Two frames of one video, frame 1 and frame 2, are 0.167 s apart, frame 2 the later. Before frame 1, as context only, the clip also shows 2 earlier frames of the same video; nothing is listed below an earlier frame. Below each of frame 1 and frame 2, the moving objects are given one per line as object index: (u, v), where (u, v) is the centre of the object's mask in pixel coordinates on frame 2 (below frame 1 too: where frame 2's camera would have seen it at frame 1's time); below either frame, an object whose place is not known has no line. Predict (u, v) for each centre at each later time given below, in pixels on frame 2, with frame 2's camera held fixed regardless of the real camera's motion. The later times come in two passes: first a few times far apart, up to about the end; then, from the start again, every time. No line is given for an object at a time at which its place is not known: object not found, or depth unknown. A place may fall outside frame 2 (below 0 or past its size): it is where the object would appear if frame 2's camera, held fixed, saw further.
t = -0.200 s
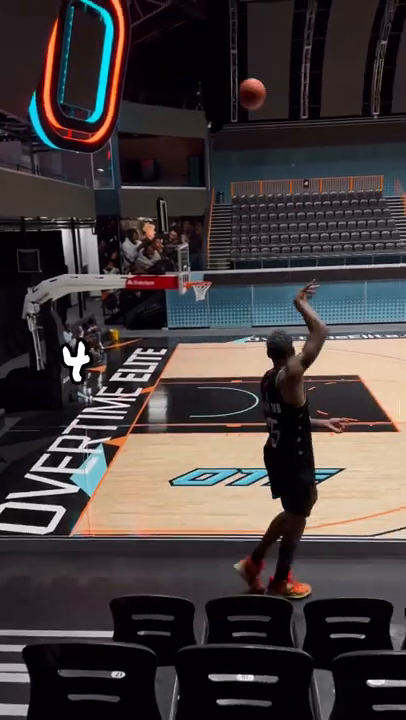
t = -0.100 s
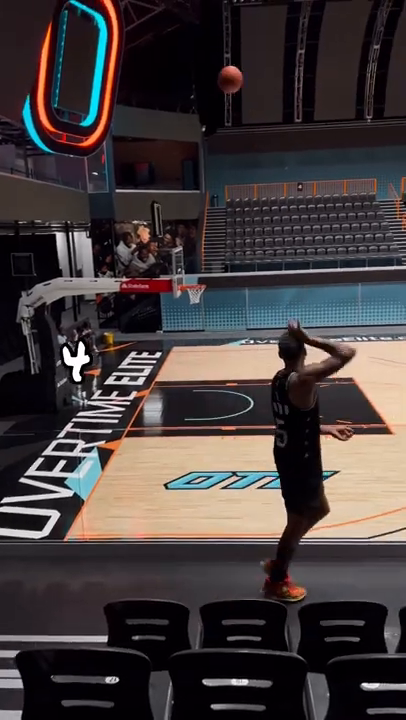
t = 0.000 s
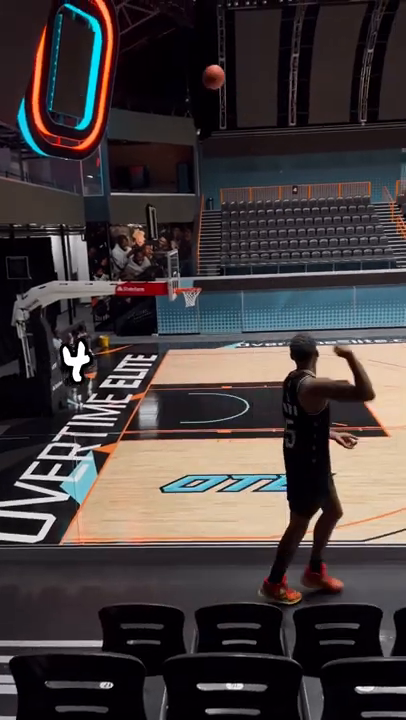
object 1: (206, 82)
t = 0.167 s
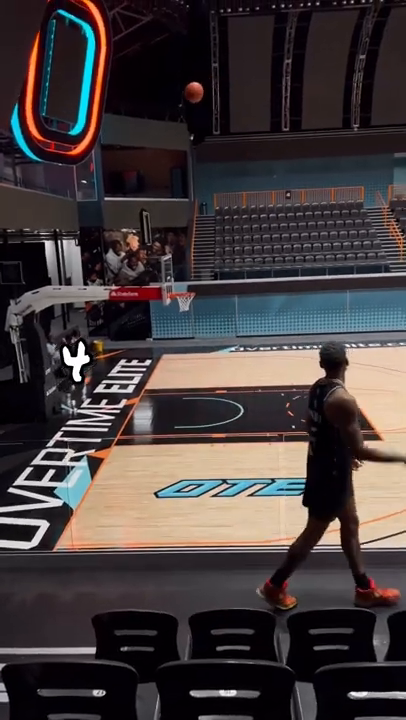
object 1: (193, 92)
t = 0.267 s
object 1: (188, 105)
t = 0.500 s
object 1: (182, 150)
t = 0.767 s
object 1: (179, 215)
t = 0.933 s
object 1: (179, 260)
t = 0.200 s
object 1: (192, 96)
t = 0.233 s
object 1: (190, 100)
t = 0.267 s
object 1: (188, 105)
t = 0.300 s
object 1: (187, 111)
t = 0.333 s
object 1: (186, 116)
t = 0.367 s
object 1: (185, 122)
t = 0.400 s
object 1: (184, 129)
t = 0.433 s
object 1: (184, 136)
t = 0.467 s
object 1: (183, 143)
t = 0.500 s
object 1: (182, 150)
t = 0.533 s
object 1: (181, 158)
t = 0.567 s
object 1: (180, 166)
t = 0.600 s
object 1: (180, 174)
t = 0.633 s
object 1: (180, 182)
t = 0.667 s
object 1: (179, 190)
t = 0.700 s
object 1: (179, 198)
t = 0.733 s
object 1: (179, 207)
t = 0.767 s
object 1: (179, 215)
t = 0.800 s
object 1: (179, 225)
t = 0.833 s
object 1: (179, 234)
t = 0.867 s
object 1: (179, 242)
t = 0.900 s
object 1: (179, 251)
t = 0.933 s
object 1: (179, 260)
